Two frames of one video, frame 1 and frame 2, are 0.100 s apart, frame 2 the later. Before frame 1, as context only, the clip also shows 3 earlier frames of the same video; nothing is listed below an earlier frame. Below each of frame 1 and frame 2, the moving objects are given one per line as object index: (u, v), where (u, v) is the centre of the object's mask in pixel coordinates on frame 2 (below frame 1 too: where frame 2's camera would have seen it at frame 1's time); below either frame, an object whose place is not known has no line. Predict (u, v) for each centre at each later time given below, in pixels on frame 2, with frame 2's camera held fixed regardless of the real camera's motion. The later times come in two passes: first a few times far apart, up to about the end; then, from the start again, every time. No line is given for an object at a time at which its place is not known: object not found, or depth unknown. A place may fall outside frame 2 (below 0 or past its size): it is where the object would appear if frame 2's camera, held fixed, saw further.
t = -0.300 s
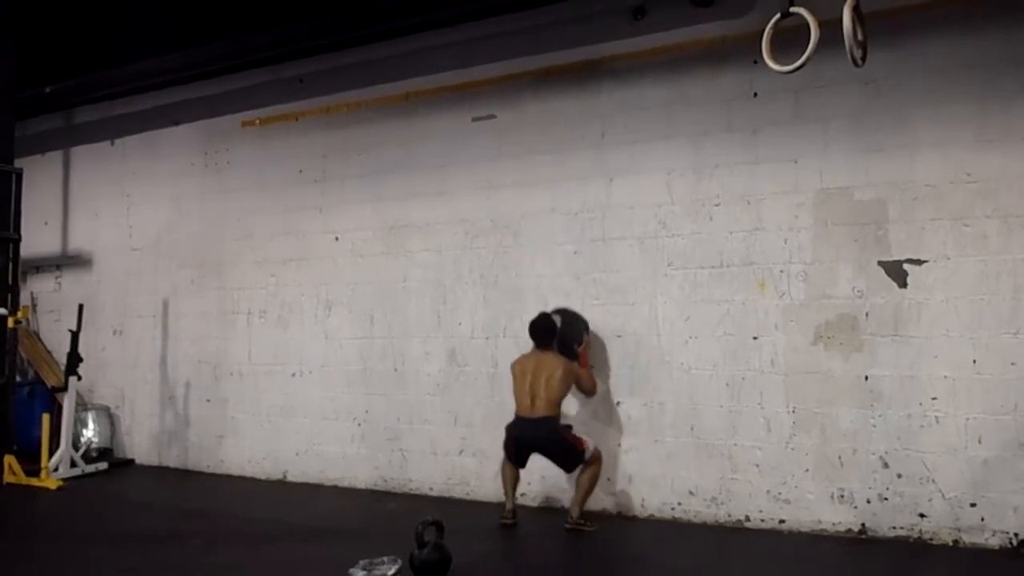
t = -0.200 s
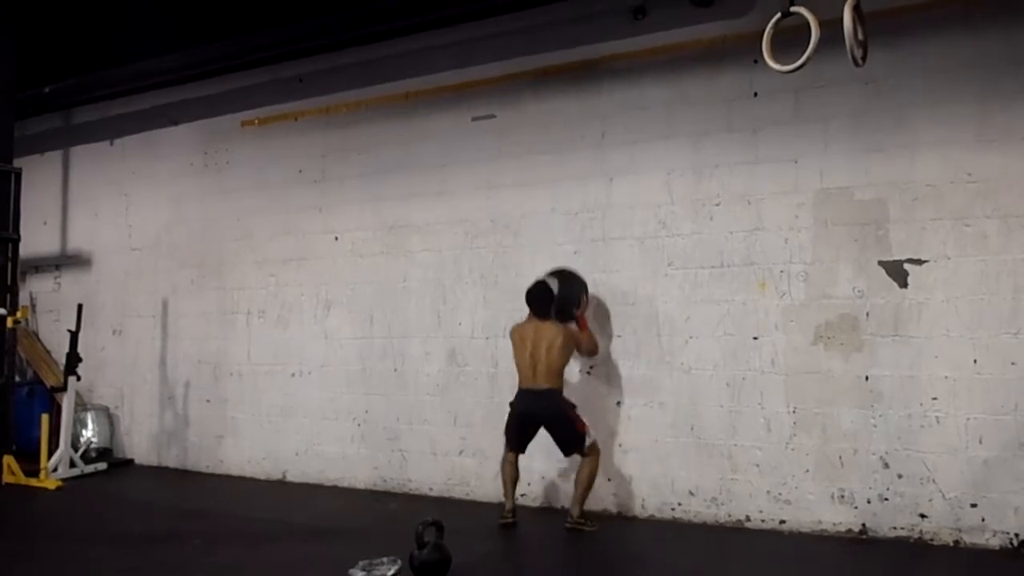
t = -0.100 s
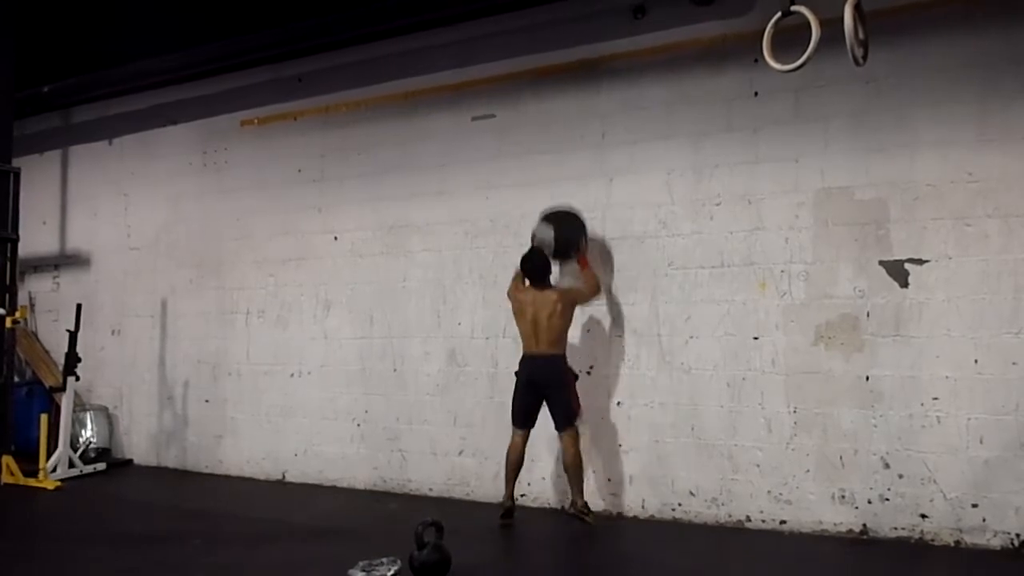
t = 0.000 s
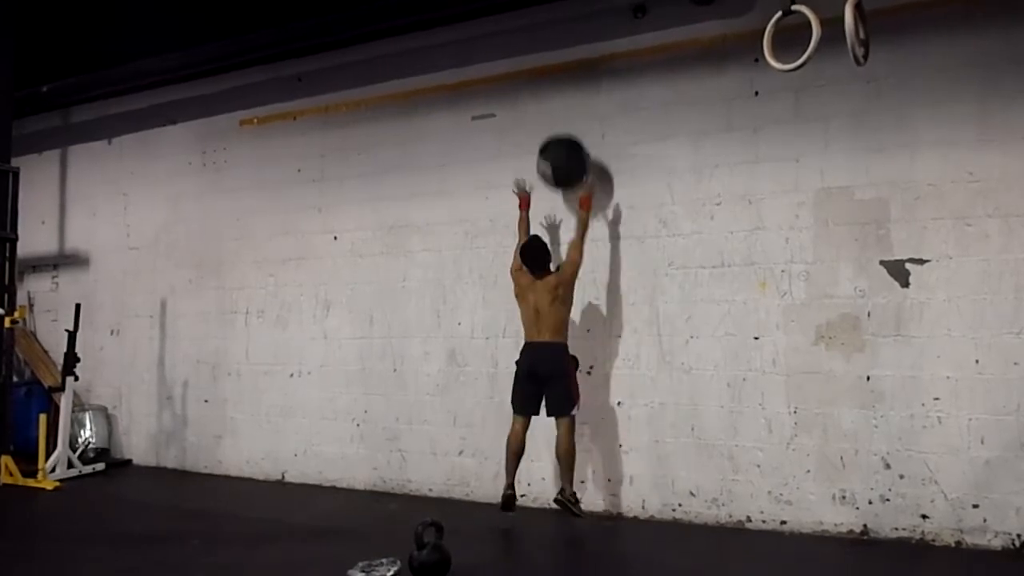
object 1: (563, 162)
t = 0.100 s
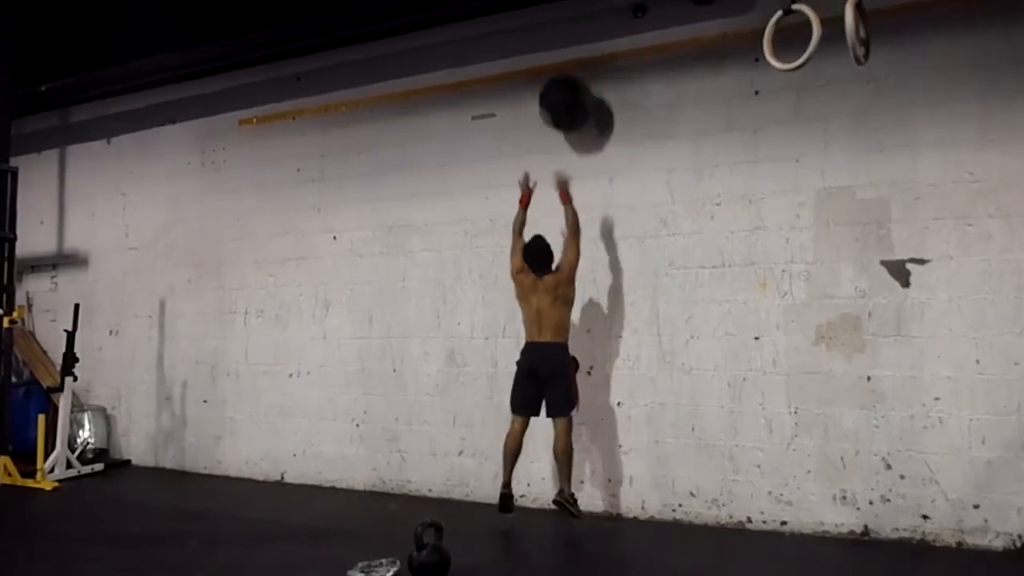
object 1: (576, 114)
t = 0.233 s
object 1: (577, 57)
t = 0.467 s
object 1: (579, 28)
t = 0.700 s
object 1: (579, 72)
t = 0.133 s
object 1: (577, 96)
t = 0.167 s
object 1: (578, 81)
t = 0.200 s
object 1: (577, 69)
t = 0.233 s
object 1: (577, 57)
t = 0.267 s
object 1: (578, 47)
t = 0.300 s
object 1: (579, 39)
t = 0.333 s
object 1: (578, 34)
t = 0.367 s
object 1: (578, 31)
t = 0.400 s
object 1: (578, 30)
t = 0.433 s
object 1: (579, 28)
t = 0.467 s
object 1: (579, 28)
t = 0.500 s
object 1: (580, 29)
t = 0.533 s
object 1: (580, 31)
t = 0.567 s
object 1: (580, 33)
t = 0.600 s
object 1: (579, 39)
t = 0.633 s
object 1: (579, 47)
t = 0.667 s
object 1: (579, 60)
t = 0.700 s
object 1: (579, 72)
